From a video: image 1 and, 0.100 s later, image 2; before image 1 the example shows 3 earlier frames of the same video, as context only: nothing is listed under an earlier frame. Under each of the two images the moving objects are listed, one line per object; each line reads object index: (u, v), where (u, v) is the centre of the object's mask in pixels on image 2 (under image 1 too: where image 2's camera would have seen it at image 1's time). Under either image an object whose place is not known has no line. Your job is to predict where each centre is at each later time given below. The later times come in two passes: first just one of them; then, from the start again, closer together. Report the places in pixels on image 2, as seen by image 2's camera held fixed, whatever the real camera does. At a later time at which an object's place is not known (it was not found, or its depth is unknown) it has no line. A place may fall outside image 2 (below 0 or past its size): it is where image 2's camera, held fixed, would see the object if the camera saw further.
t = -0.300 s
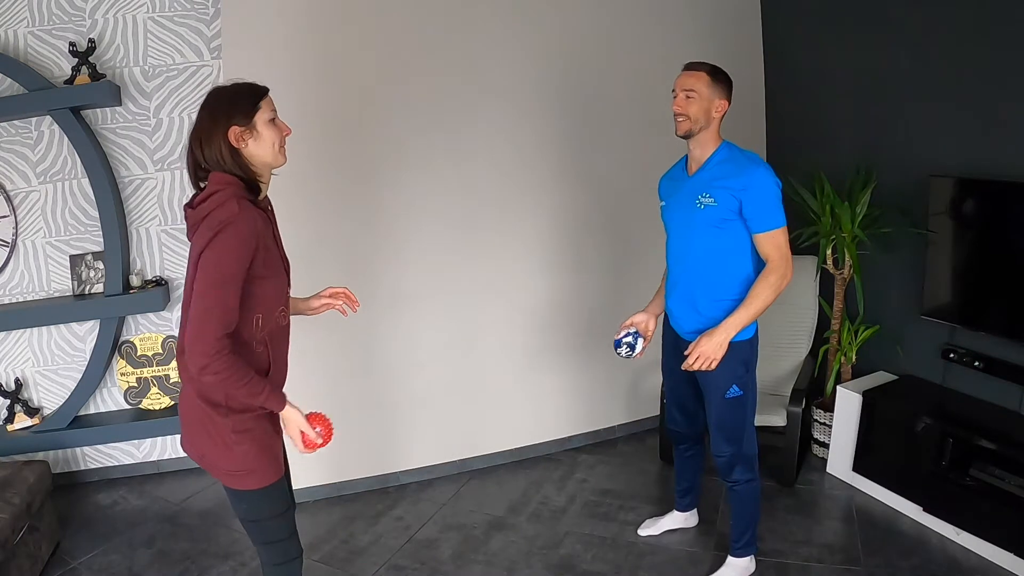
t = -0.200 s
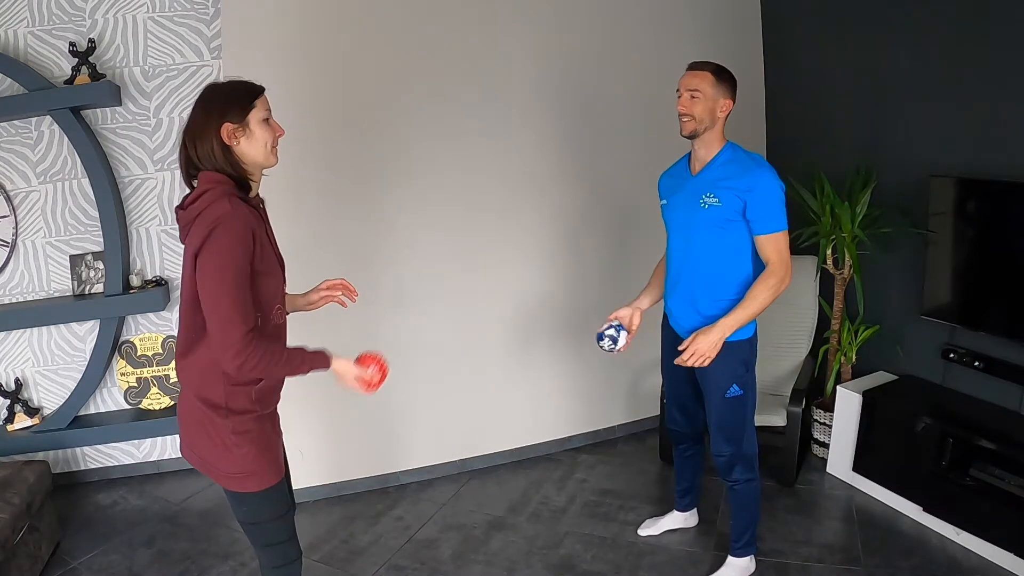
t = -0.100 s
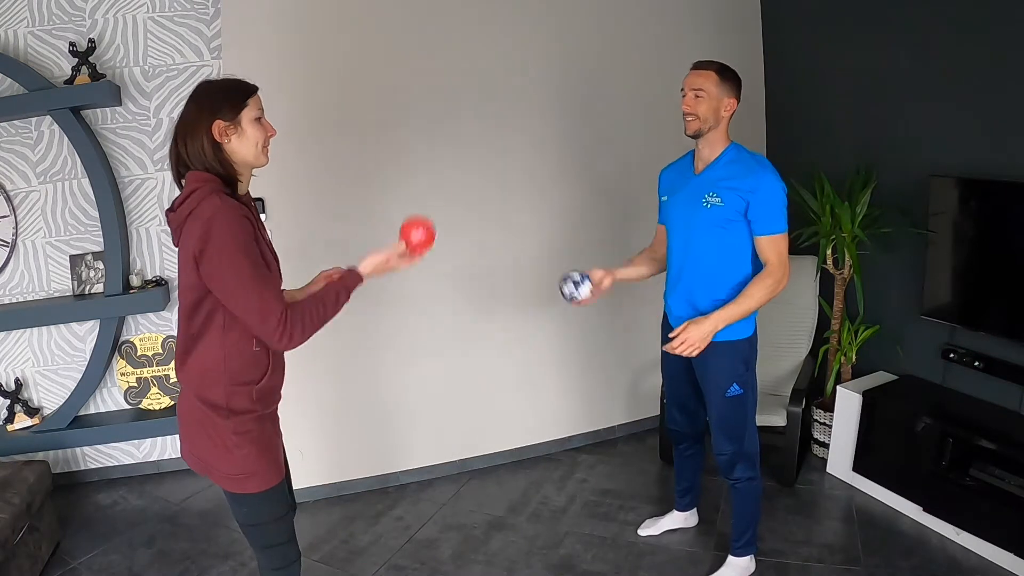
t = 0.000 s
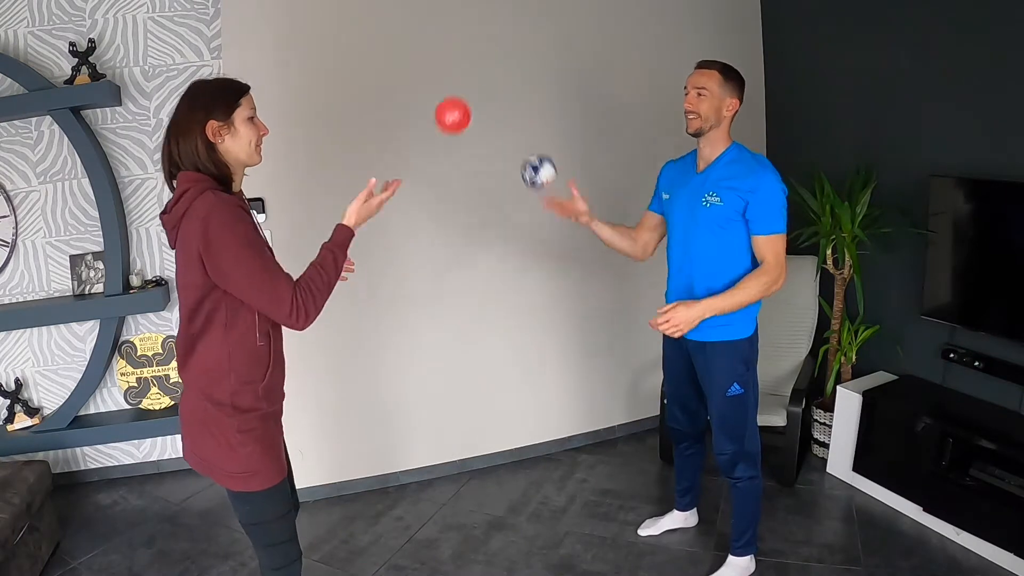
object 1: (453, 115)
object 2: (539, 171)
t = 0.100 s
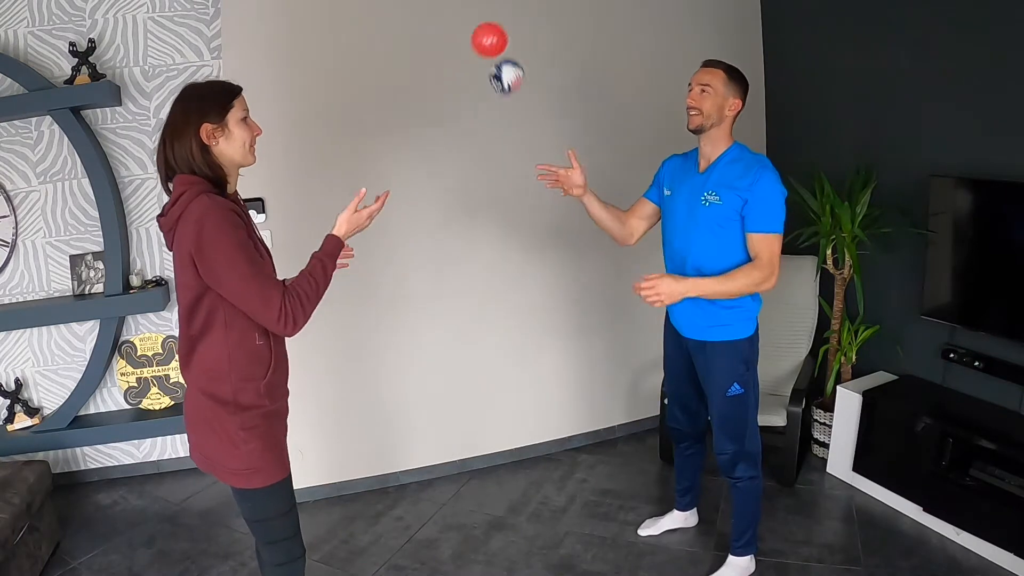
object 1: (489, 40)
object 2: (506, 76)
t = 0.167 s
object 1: (514, 14)
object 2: (486, 30)
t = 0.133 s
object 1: (502, 24)
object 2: (496, 53)
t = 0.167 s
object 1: (514, 14)
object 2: (486, 30)
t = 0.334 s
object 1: (574, 15)
